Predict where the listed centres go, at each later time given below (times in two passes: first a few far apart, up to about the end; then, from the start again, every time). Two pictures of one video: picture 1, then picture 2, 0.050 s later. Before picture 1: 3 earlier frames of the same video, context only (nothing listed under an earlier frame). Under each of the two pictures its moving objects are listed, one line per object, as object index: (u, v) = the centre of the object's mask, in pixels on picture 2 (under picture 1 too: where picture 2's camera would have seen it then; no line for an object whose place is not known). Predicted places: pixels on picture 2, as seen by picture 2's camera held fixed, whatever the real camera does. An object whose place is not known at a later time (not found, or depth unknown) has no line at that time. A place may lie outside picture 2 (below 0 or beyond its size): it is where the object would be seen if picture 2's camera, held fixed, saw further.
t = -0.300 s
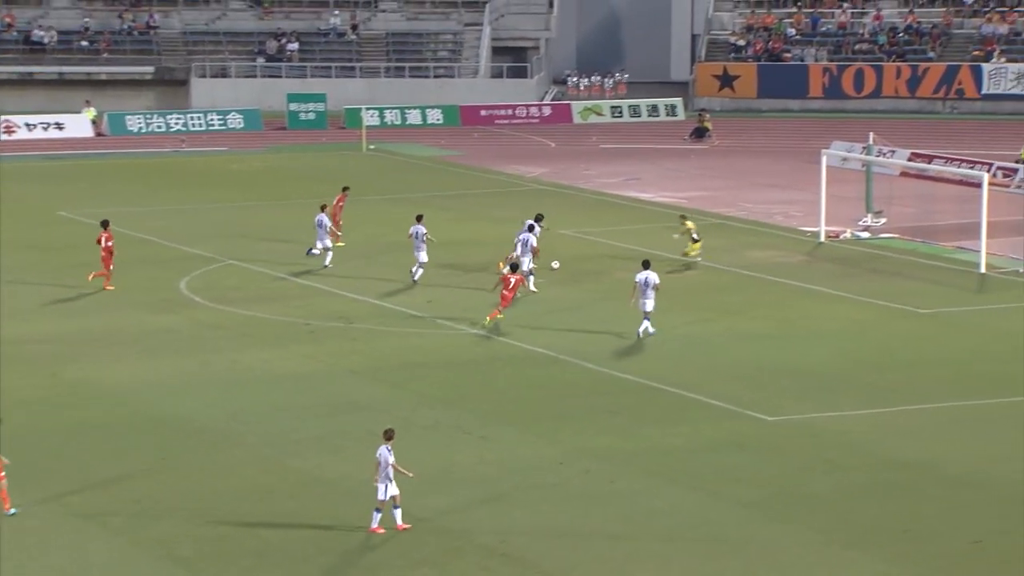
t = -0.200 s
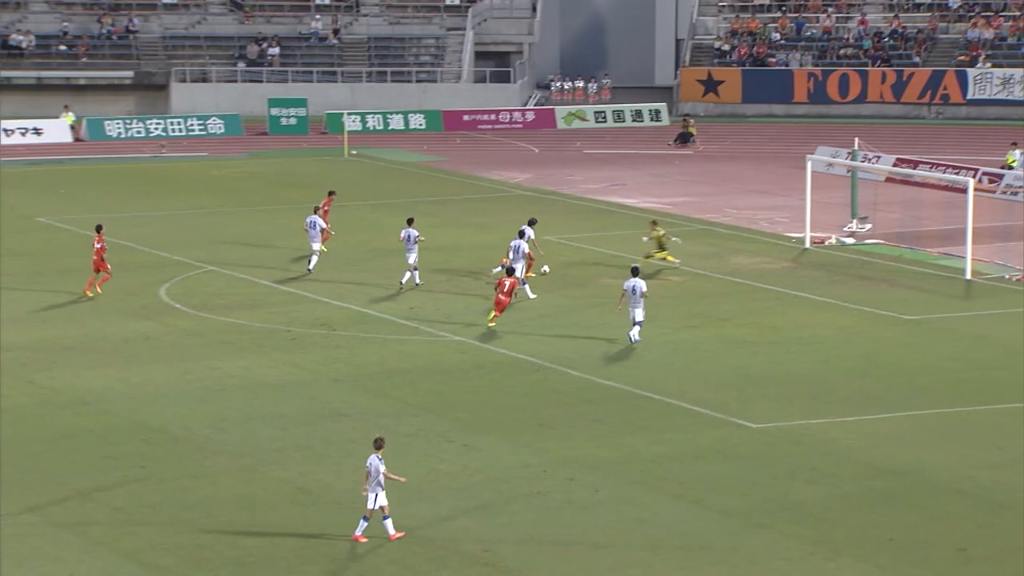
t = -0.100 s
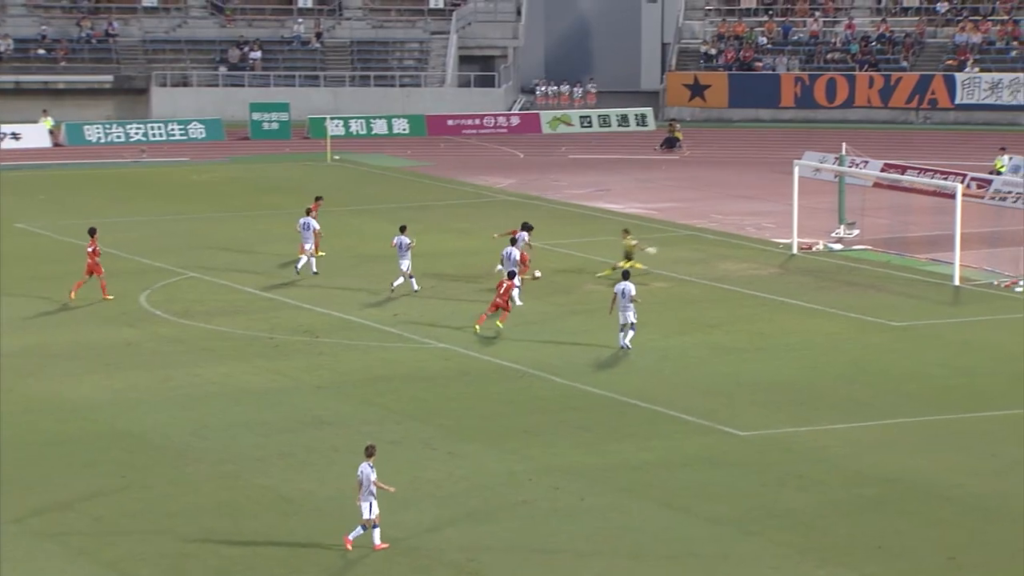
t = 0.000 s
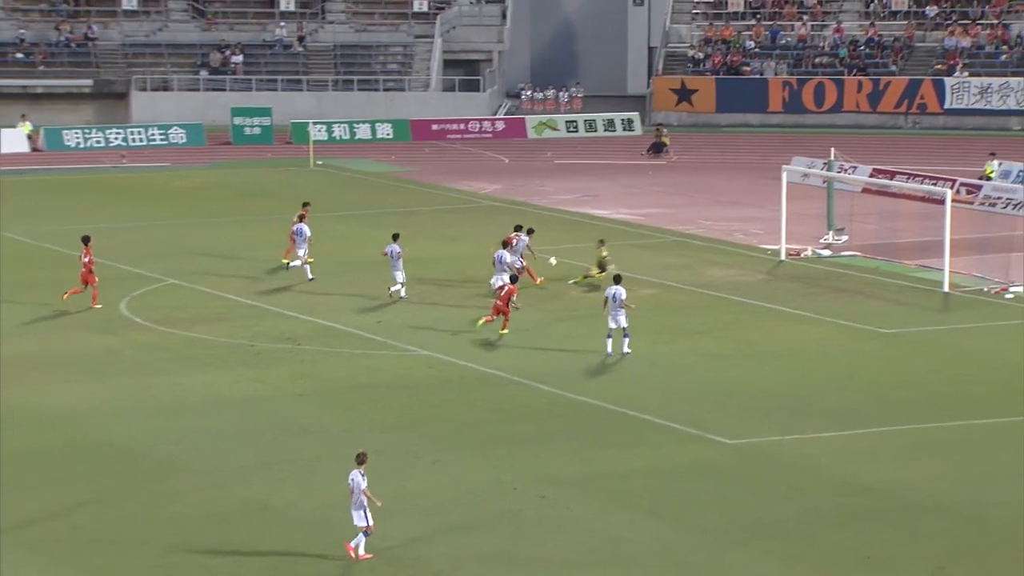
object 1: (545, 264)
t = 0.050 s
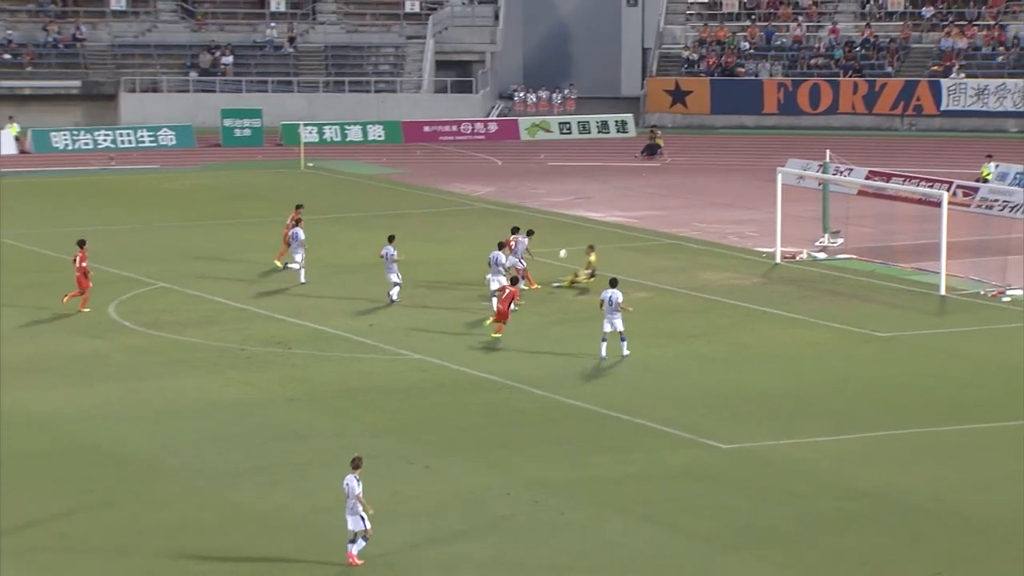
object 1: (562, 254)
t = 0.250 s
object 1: (633, 222)
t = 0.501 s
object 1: (717, 204)
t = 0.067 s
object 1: (568, 251)
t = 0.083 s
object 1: (574, 248)
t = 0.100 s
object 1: (580, 245)
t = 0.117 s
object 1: (586, 242)
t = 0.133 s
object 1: (591, 239)
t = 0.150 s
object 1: (598, 236)
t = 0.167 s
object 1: (603, 234)
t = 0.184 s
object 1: (610, 231)
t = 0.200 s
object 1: (615, 229)
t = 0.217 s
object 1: (620, 227)
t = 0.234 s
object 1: (626, 224)
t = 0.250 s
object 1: (633, 222)
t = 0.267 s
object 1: (638, 220)
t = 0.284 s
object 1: (644, 218)
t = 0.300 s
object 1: (649, 217)
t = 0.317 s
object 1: (655, 216)
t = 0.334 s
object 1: (661, 214)
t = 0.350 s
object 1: (666, 213)
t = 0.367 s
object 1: (672, 211)
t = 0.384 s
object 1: (678, 210)
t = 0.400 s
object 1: (683, 208)
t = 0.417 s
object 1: (689, 208)
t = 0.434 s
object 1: (694, 207)
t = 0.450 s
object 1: (700, 206)
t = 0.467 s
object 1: (705, 206)
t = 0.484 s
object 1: (711, 205)
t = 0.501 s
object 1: (717, 204)
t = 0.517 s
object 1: (722, 204)
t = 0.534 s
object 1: (728, 204)
